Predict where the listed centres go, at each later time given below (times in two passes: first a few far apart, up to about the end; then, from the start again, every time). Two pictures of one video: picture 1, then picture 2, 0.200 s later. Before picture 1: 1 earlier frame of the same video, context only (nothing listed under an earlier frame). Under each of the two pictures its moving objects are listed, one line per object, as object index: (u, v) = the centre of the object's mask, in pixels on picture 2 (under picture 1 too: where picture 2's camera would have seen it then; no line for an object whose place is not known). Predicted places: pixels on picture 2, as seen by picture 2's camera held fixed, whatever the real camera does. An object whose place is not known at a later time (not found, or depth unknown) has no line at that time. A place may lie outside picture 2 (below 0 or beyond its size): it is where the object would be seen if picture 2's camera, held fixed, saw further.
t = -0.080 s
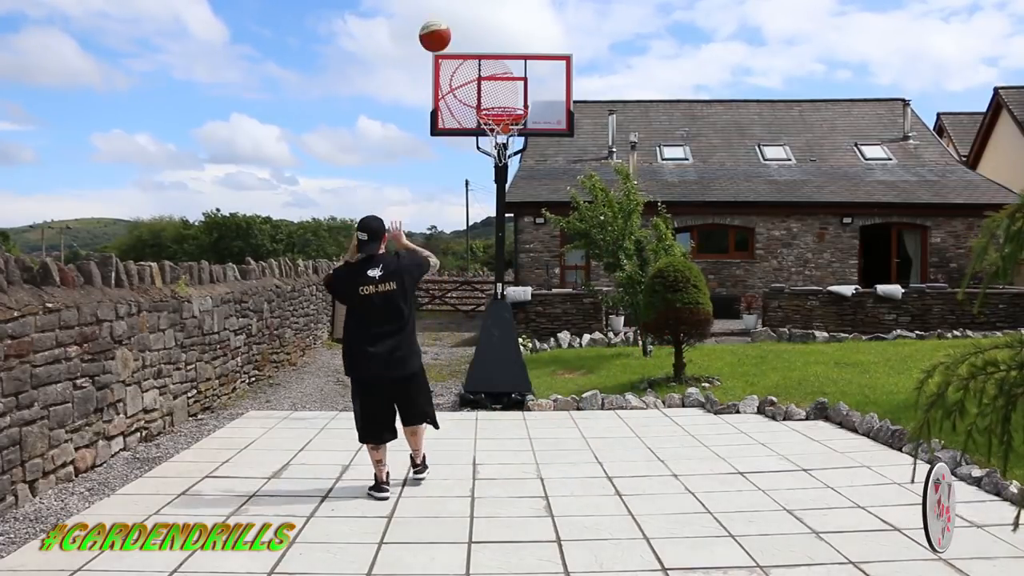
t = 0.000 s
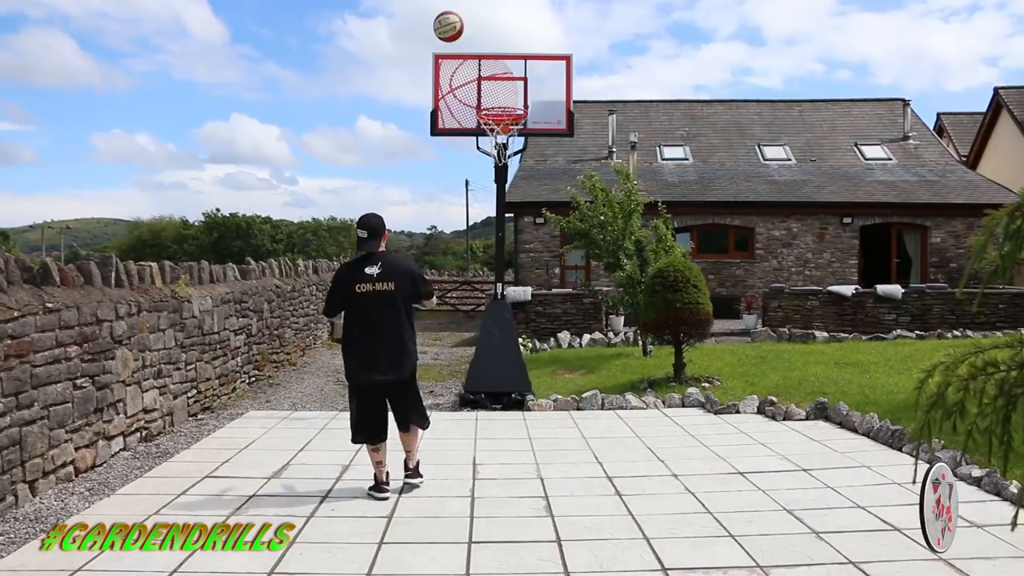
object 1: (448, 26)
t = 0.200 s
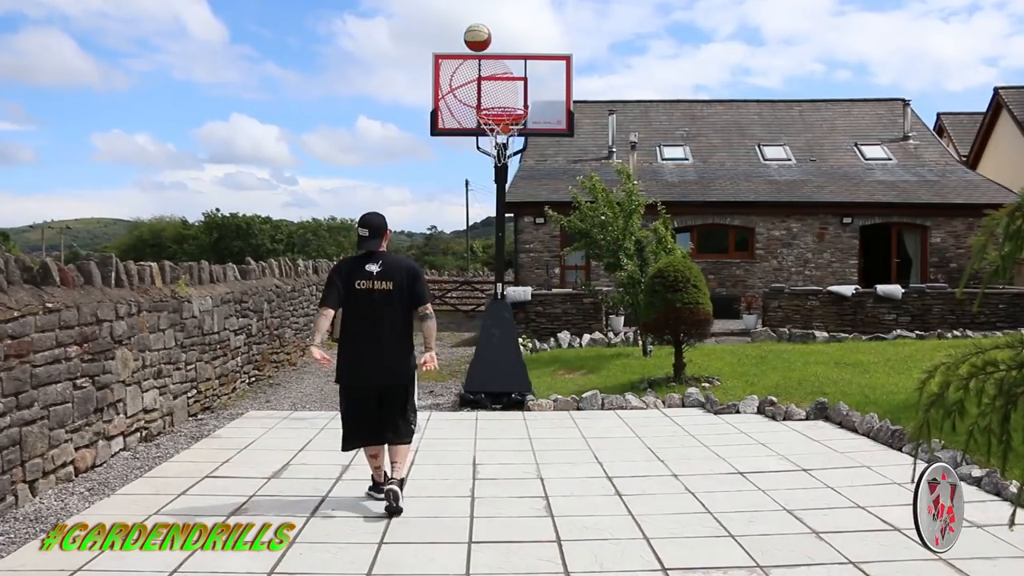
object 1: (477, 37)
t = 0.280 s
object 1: (487, 54)
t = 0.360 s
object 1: (497, 76)
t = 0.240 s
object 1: (482, 44)
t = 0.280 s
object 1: (487, 54)
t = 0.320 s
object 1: (492, 64)
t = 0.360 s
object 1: (497, 76)
